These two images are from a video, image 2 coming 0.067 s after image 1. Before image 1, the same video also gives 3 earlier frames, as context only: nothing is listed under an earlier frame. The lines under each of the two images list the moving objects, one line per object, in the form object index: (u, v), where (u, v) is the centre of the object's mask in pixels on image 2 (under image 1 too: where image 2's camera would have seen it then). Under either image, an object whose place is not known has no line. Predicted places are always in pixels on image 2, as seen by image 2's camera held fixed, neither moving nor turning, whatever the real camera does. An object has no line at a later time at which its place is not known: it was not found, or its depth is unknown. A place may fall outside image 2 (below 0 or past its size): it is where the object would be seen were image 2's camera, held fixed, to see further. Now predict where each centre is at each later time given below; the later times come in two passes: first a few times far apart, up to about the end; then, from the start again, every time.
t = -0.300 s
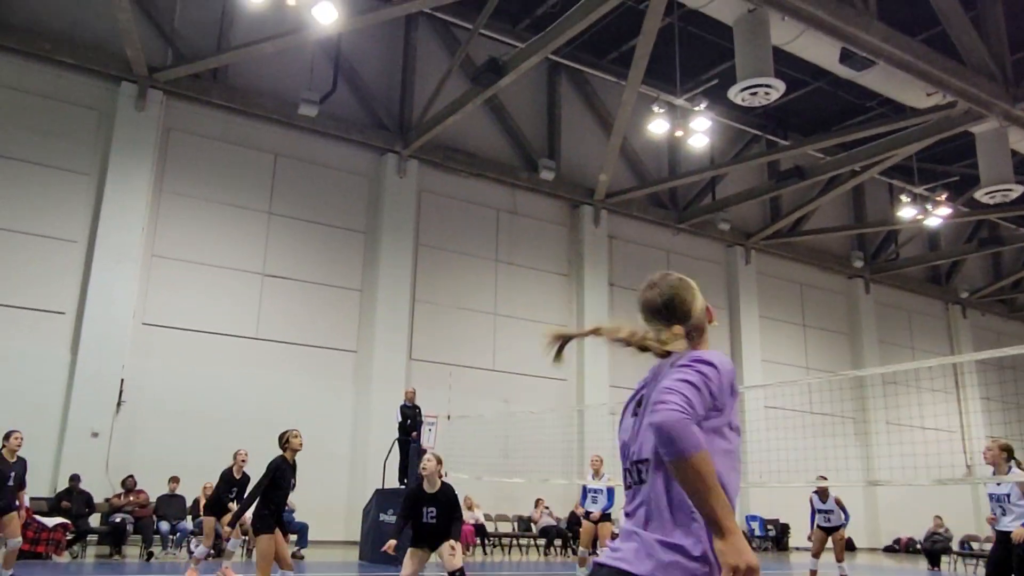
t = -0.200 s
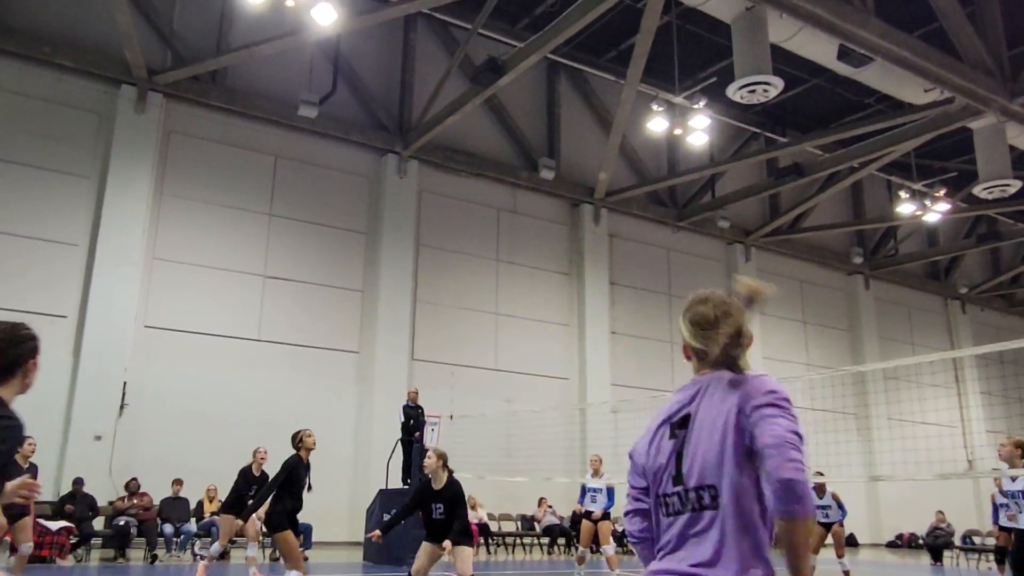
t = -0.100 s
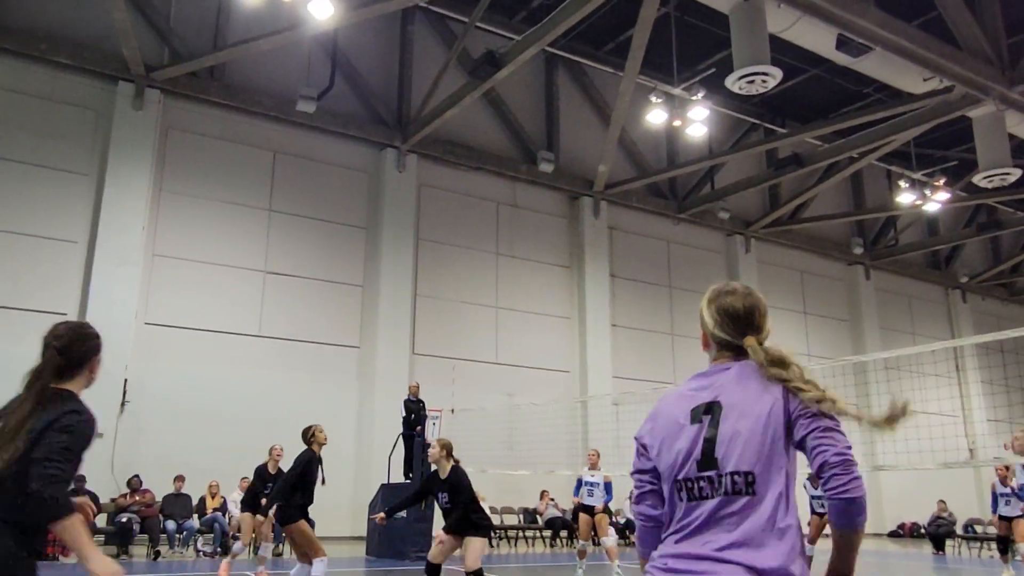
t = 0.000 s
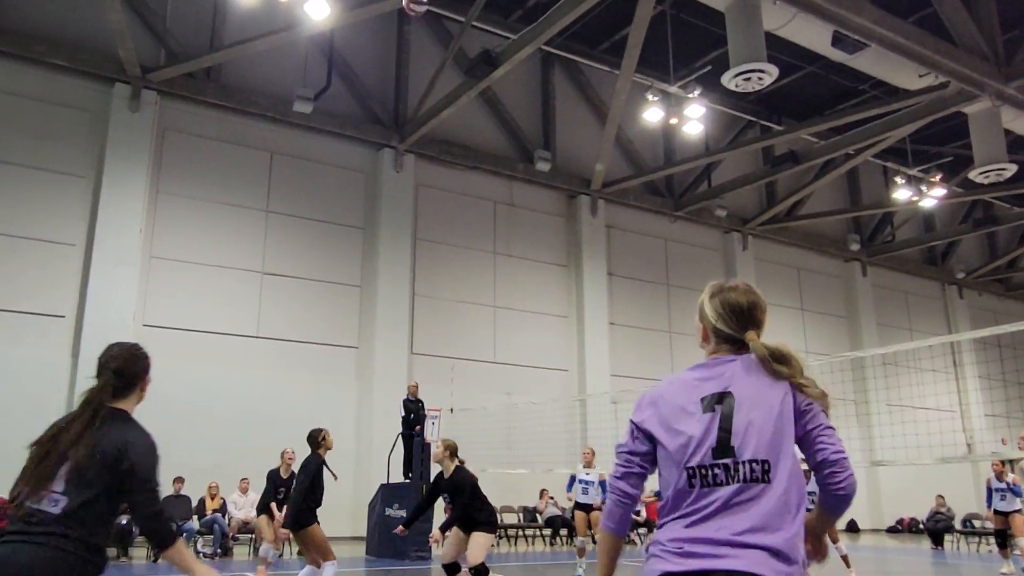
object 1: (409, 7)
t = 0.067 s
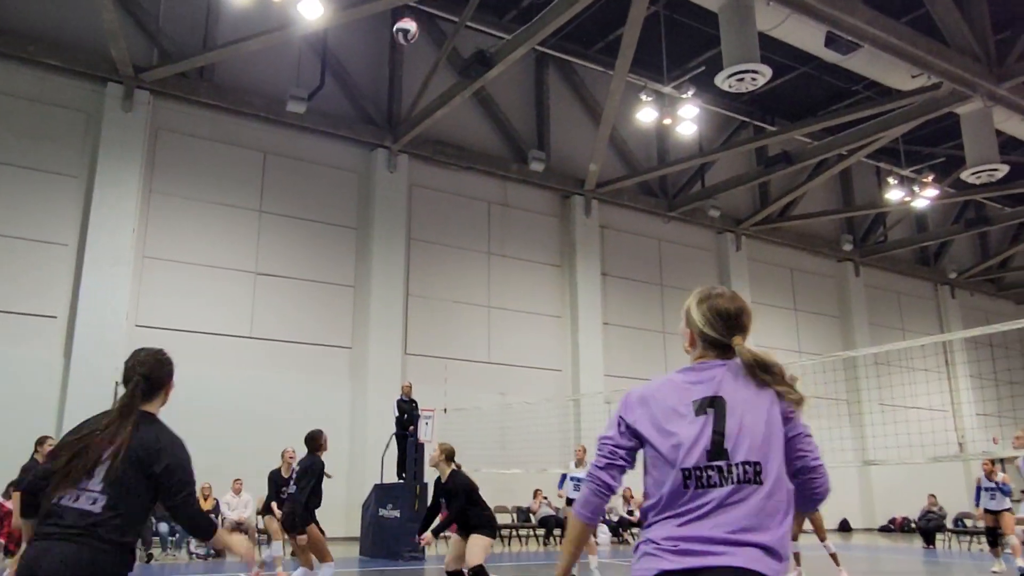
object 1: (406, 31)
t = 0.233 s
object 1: (397, 115)
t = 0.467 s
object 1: (386, 255)
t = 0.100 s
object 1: (404, 47)
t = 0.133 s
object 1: (402, 63)
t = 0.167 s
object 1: (400, 79)
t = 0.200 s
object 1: (398, 98)
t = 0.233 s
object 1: (397, 115)
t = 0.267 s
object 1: (395, 134)
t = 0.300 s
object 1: (393, 155)
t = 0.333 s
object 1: (392, 171)
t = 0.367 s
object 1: (390, 191)
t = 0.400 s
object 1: (388, 212)
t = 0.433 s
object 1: (387, 233)
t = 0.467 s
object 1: (386, 255)
